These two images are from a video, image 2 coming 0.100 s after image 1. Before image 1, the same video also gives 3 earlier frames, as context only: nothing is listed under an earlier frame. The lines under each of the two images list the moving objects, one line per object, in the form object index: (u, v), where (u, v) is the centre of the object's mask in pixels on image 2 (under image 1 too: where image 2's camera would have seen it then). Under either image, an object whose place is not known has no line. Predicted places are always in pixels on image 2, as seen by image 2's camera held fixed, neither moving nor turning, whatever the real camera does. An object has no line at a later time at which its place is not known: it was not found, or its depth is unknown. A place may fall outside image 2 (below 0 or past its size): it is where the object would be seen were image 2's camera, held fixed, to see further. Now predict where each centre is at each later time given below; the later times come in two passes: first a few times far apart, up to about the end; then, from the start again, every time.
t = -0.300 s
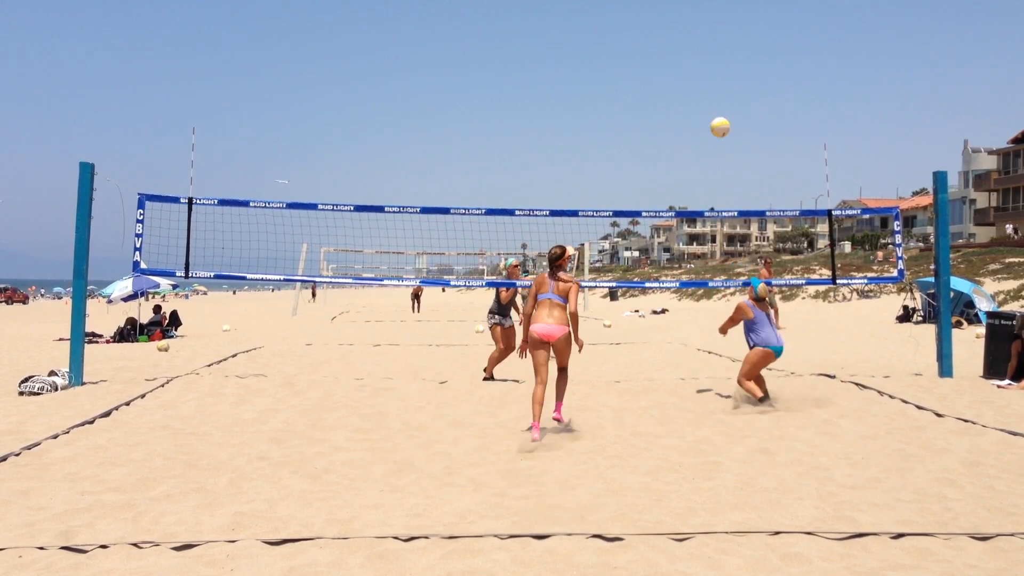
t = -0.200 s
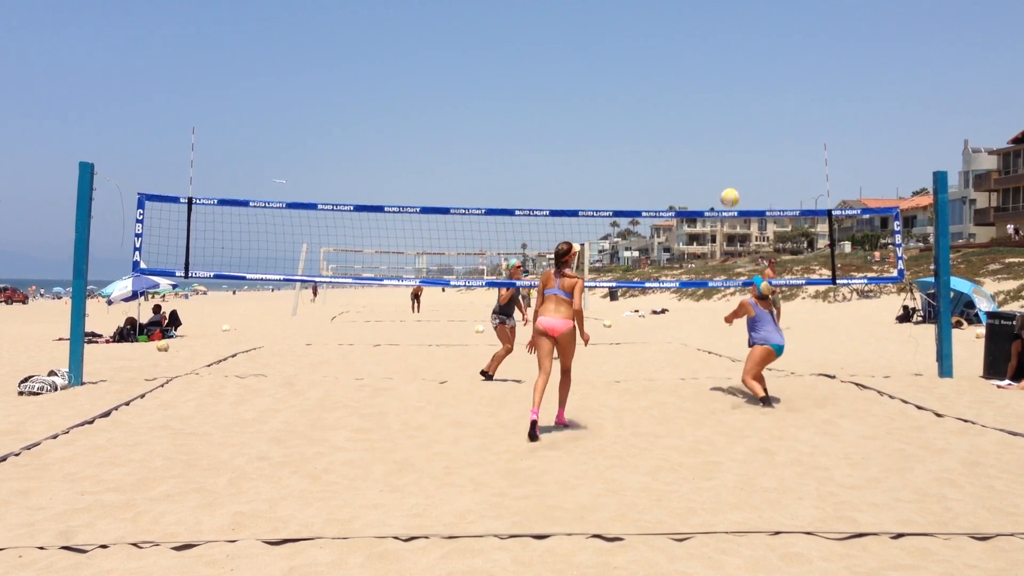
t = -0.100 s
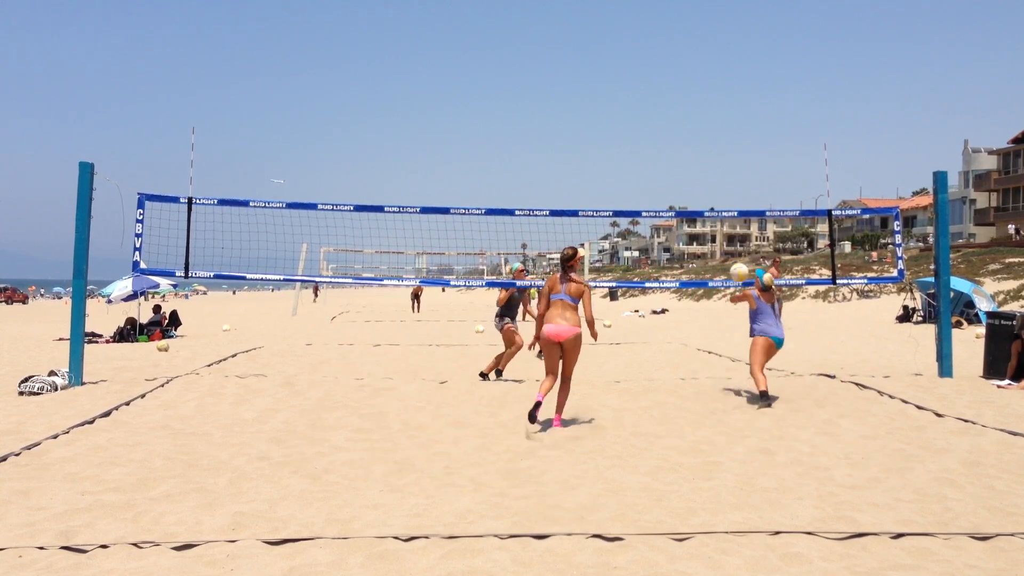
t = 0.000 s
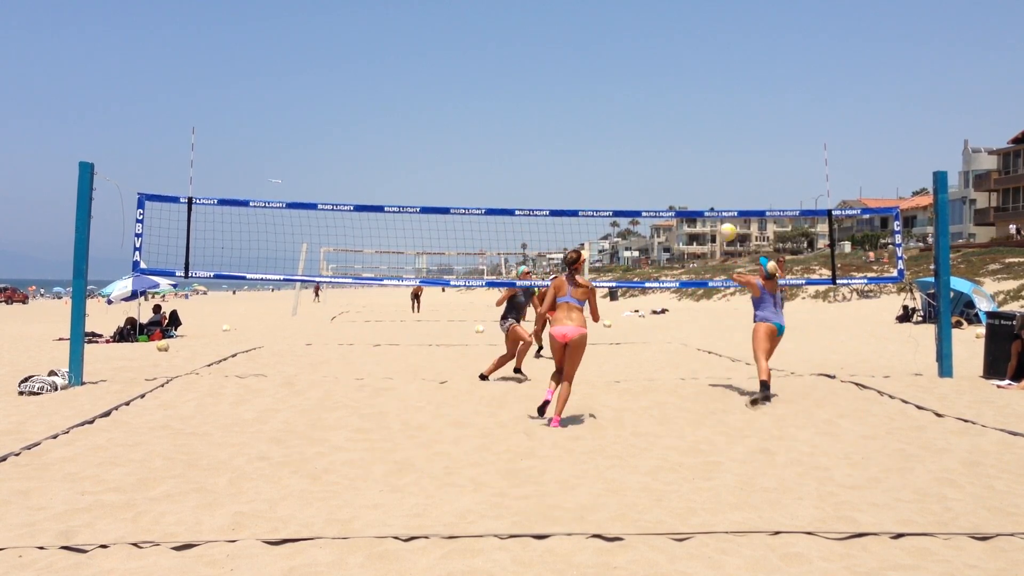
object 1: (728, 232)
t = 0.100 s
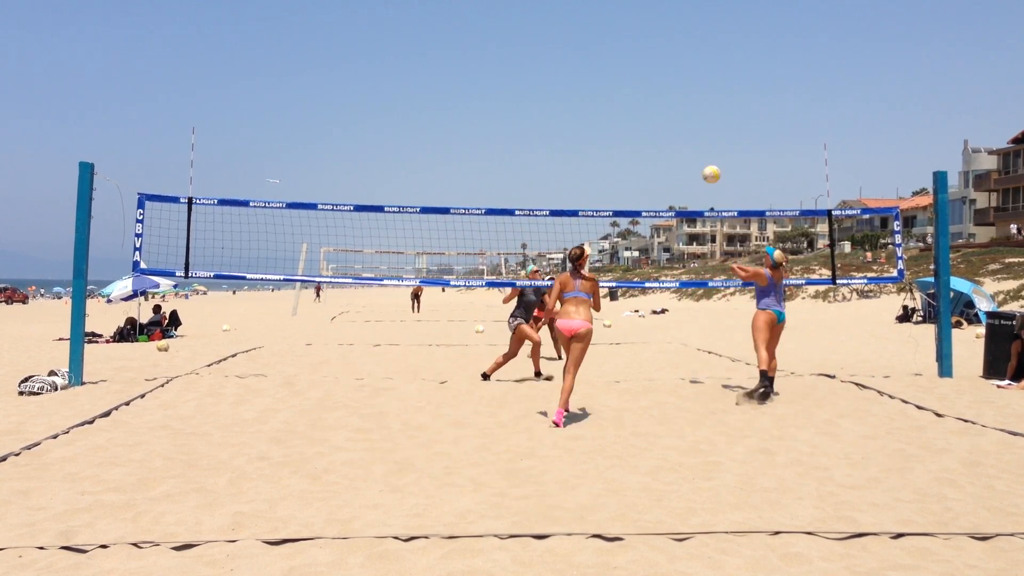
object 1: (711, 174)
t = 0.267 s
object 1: (687, 97)
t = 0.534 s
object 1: (649, 25)
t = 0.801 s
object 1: (617, 13)
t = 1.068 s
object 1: (589, 59)
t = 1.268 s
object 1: (573, 127)
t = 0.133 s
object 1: (706, 157)
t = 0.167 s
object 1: (701, 140)
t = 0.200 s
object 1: (696, 125)
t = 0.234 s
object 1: (691, 111)
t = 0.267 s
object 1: (687, 97)
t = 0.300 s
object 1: (681, 85)
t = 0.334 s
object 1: (677, 73)
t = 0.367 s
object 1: (672, 63)
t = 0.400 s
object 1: (667, 53)
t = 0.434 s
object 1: (663, 45)
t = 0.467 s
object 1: (658, 37)
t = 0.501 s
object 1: (654, 31)
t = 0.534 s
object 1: (649, 25)
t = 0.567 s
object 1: (645, 20)
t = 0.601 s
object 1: (641, 17)
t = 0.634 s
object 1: (637, 14)
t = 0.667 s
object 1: (632, 12)
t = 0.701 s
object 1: (628, 11)
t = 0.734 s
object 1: (624, 11)
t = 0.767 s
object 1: (621, 12)
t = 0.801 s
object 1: (617, 13)
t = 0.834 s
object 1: (613, 16)
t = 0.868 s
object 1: (609, 20)
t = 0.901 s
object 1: (606, 25)
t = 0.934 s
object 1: (602, 30)
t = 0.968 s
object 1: (599, 36)
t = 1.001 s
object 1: (596, 43)
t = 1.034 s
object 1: (592, 51)
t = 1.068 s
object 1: (589, 59)
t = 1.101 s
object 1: (586, 69)
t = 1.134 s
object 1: (583, 79)
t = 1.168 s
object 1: (580, 90)
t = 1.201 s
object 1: (578, 101)
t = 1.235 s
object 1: (575, 114)
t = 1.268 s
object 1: (573, 127)
